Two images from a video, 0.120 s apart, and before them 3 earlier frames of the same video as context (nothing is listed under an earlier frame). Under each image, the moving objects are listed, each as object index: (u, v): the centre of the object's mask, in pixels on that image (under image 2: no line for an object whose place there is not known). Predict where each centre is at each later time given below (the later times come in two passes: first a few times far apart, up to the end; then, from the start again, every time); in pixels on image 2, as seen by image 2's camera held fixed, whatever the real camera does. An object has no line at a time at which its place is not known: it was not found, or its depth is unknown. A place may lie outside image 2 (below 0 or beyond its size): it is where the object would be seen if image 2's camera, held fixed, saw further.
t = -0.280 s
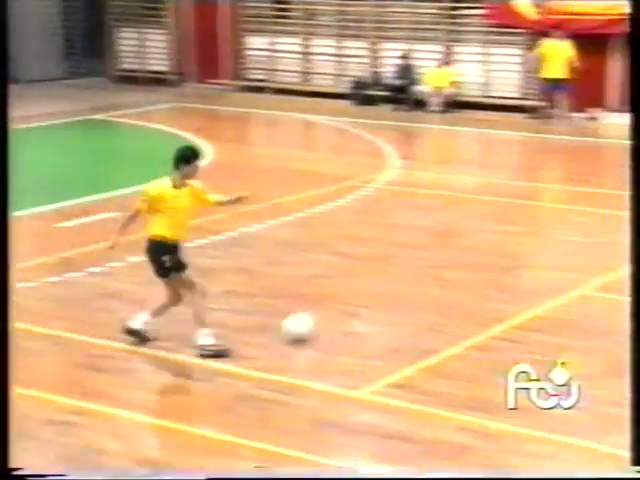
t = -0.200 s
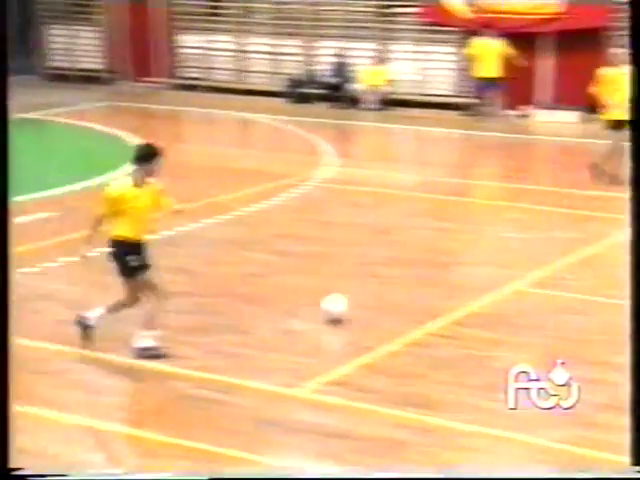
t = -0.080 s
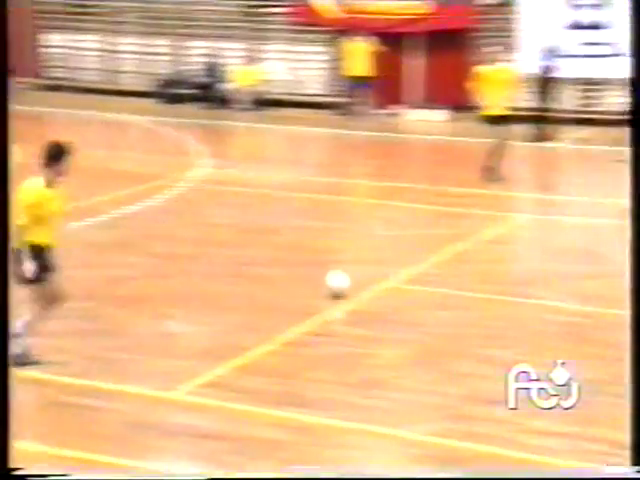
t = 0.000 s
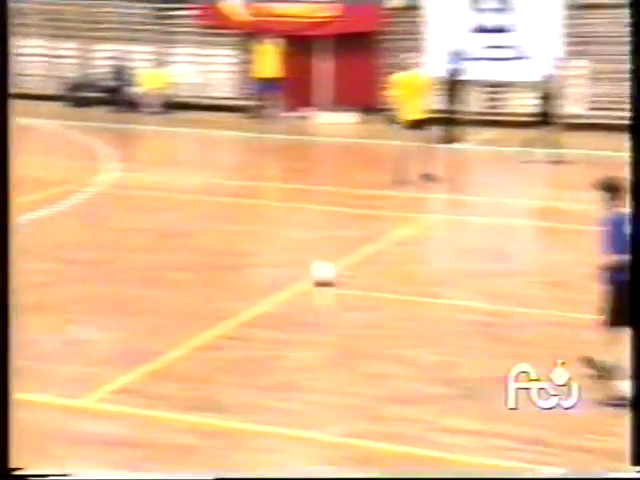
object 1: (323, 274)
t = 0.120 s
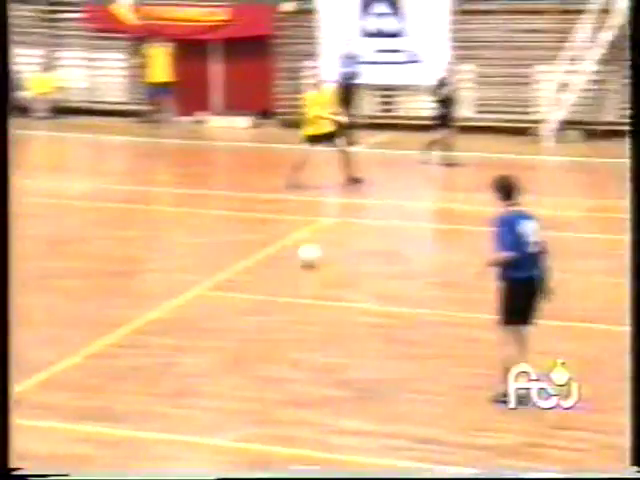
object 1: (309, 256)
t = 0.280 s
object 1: (407, 232)
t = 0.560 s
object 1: (533, 204)
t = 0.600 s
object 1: (546, 200)
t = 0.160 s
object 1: (337, 251)
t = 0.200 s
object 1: (361, 245)
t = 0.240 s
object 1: (384, 238)
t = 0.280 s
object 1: (407, 232)
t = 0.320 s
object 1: (429, 229)
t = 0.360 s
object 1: (447, 224)
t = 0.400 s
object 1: (466, 218)
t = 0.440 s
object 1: (484, 214)
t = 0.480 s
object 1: (501, 211)
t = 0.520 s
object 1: (517, 208)
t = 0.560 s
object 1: (533, 204)
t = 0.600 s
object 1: (546, 200)
